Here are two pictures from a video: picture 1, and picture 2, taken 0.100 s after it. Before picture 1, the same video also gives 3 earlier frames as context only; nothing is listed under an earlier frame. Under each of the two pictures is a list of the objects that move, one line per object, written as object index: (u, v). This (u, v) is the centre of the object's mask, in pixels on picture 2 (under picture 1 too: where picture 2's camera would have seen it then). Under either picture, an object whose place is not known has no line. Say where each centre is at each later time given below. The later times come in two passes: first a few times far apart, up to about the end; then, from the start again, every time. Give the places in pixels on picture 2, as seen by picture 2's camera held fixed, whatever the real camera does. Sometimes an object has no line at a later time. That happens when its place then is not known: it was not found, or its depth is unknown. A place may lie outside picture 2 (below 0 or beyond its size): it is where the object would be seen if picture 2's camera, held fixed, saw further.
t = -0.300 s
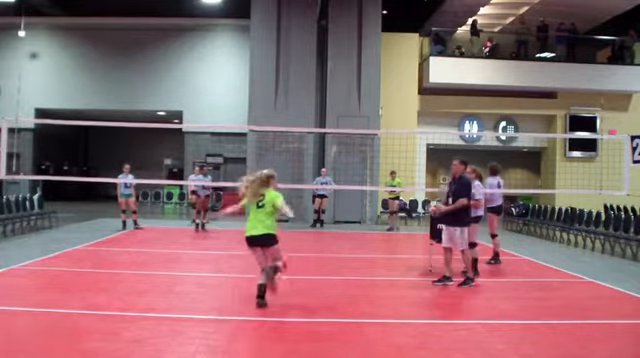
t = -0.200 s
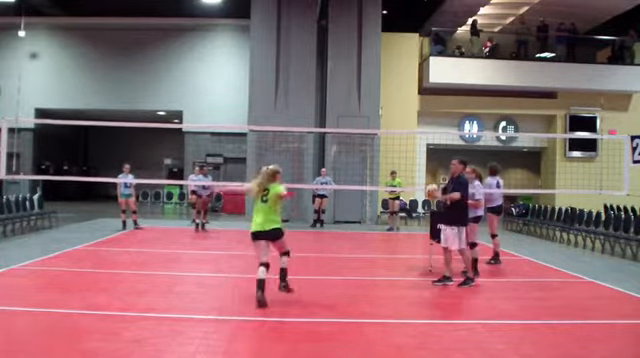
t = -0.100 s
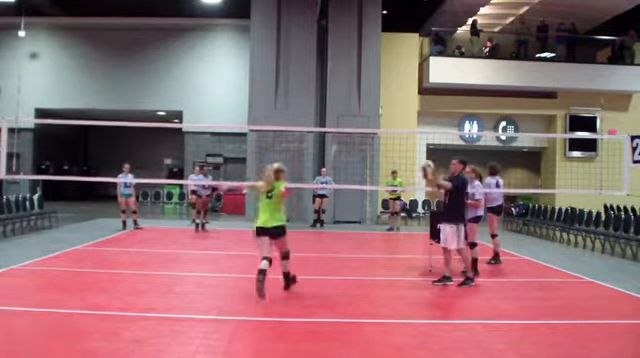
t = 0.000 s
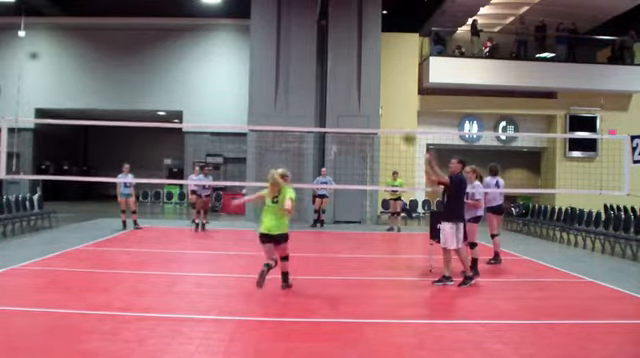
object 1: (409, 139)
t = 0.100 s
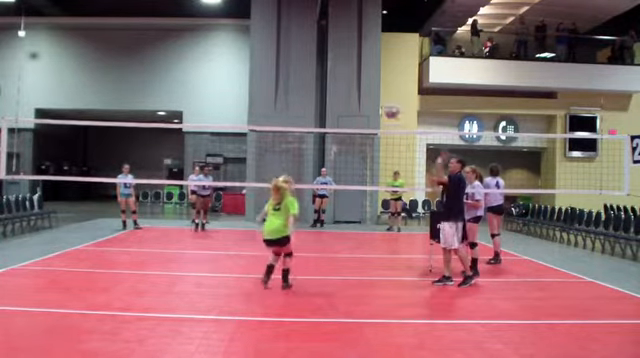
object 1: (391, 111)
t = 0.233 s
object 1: (367, 87)
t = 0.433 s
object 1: (332, 76)
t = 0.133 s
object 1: (387, 107)
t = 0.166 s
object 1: (378, 96)
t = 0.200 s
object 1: (374, 92)
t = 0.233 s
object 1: (367, 87)
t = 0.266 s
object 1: (361, 85)
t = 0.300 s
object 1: (355, 81)
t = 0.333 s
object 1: (350, 79)
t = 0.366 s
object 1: (344, 78)
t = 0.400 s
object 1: (339, 77)
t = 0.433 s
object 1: (332, 76)
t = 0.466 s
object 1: (325, 78)
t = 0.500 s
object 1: (319, 79)
